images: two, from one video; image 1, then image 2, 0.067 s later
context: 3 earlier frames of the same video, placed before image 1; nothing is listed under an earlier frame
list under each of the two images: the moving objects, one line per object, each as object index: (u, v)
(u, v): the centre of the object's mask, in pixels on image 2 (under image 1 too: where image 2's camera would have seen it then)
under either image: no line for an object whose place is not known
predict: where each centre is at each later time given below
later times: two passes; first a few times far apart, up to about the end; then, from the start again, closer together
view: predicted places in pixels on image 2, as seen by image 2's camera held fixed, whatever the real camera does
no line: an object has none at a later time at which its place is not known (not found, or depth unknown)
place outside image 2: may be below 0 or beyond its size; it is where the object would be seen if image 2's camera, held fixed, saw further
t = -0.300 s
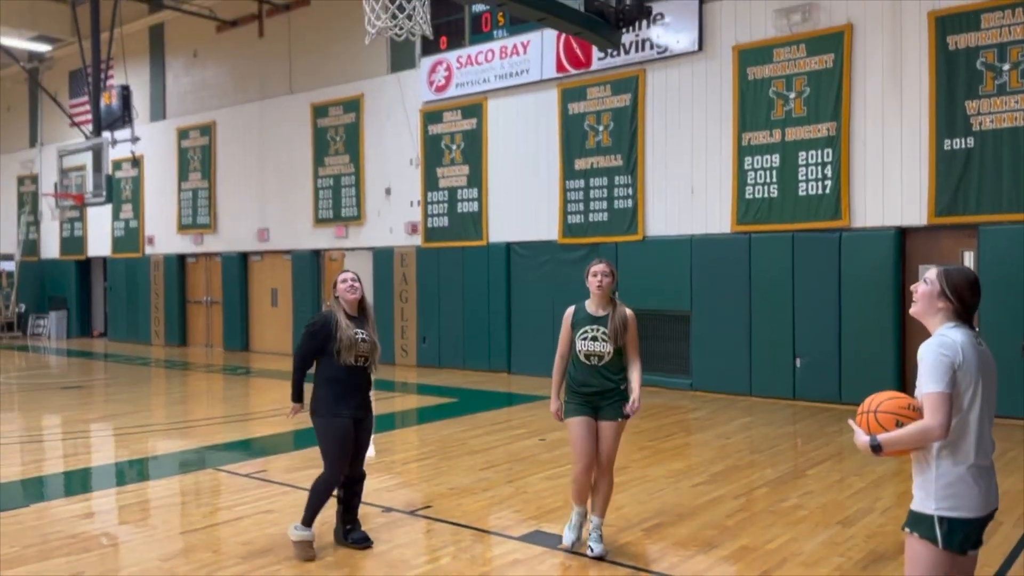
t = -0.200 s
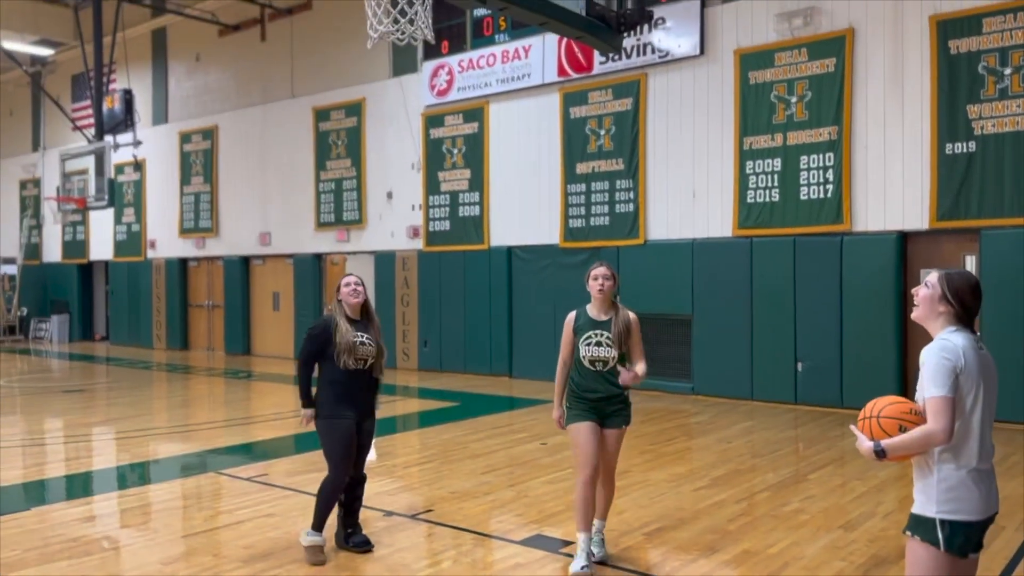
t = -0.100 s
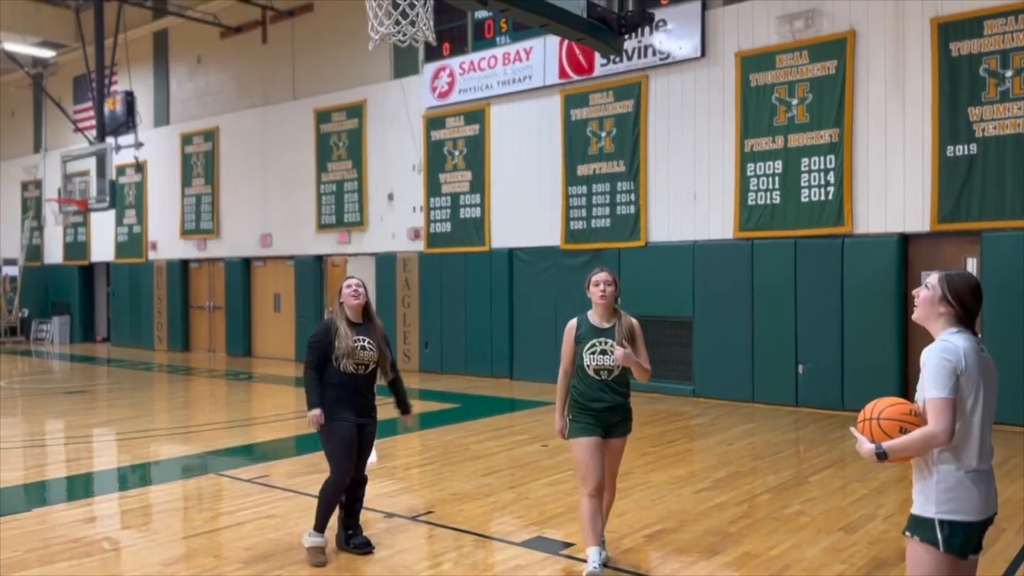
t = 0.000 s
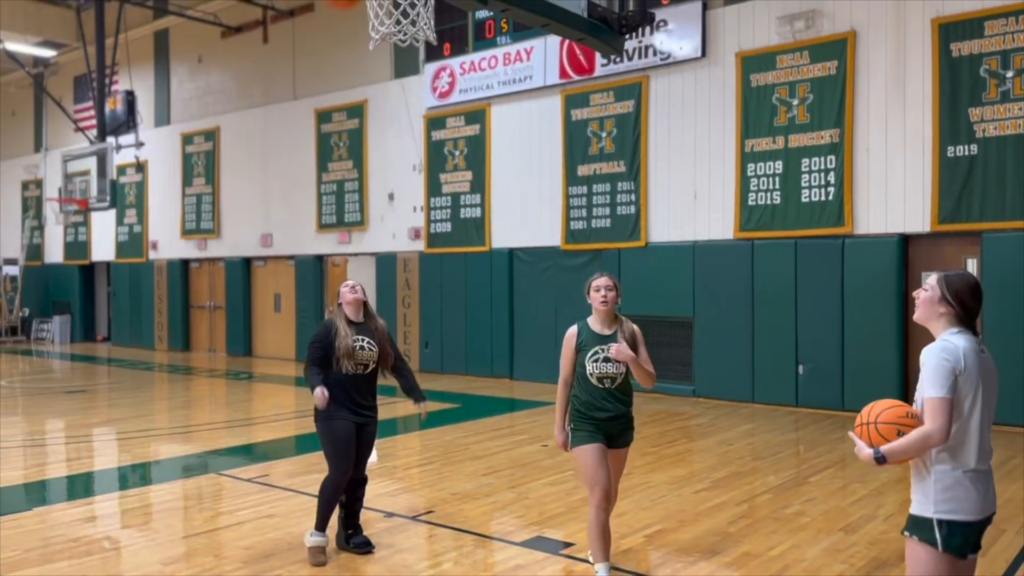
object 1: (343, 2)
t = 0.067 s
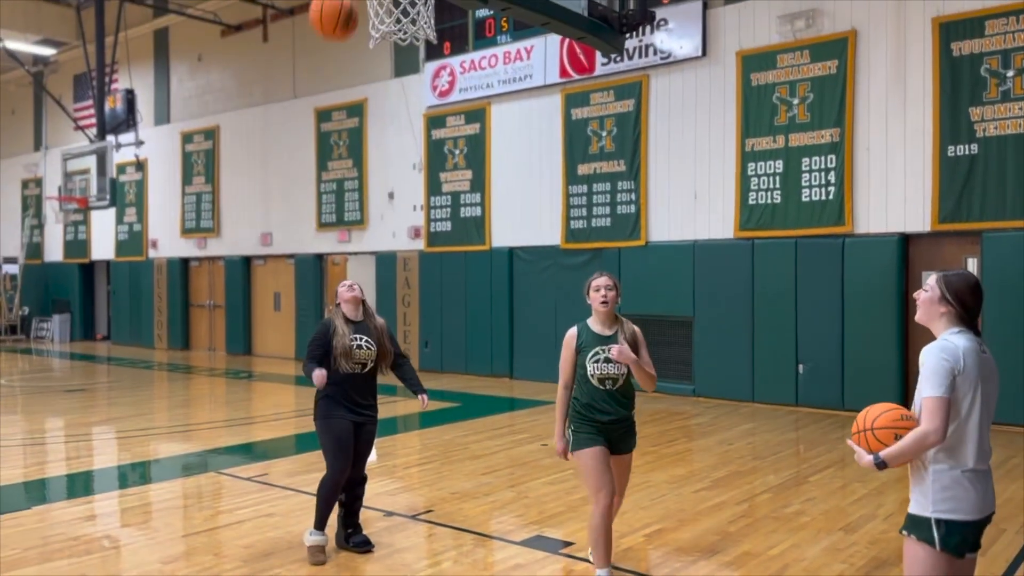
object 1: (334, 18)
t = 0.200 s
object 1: (322, 102)
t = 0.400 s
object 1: (307, 284)
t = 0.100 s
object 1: (330, 33)
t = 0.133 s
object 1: (328, 55)
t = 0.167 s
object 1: (325, 78)
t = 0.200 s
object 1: (322, 102)
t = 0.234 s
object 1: (319, 130)
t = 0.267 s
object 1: (317, 157)
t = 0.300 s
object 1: (314, 187)
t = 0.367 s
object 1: (310, 252)
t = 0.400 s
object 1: (307, 284)
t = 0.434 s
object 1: (305, 318)
